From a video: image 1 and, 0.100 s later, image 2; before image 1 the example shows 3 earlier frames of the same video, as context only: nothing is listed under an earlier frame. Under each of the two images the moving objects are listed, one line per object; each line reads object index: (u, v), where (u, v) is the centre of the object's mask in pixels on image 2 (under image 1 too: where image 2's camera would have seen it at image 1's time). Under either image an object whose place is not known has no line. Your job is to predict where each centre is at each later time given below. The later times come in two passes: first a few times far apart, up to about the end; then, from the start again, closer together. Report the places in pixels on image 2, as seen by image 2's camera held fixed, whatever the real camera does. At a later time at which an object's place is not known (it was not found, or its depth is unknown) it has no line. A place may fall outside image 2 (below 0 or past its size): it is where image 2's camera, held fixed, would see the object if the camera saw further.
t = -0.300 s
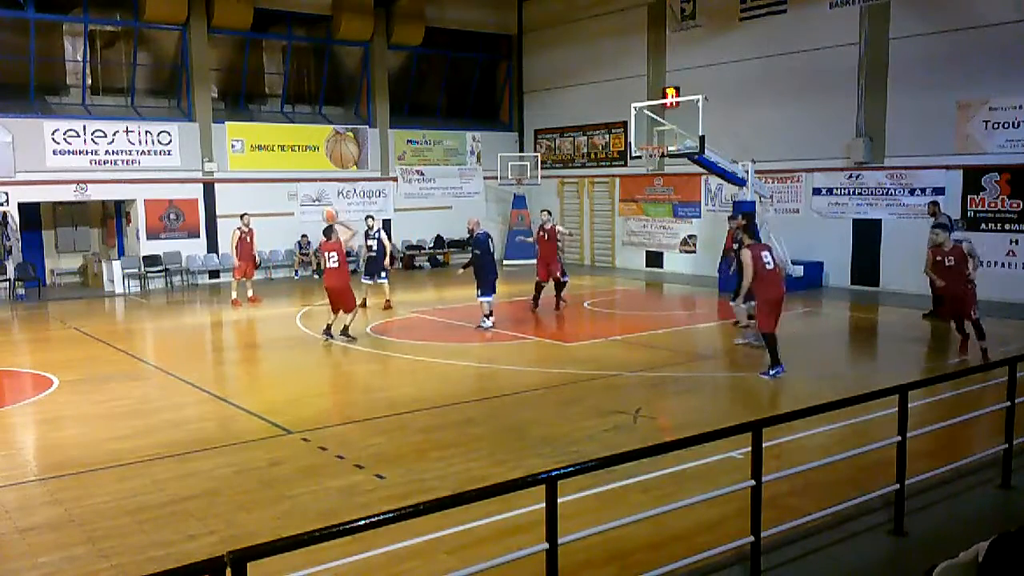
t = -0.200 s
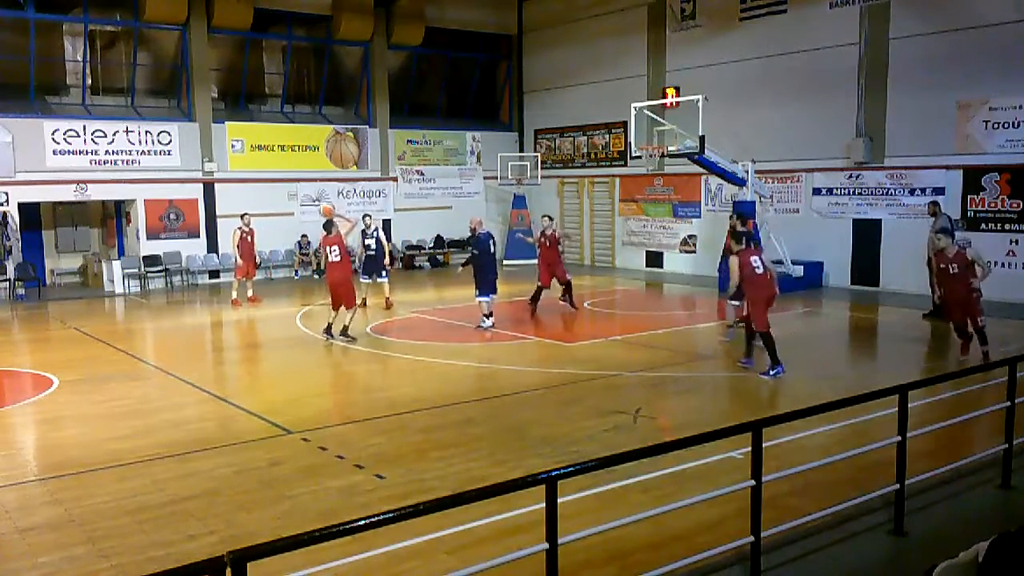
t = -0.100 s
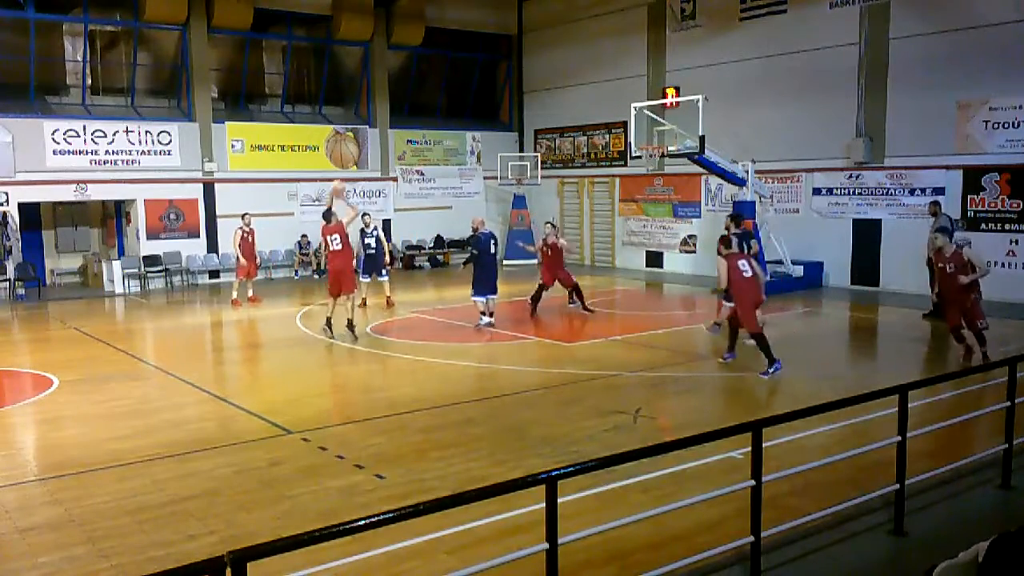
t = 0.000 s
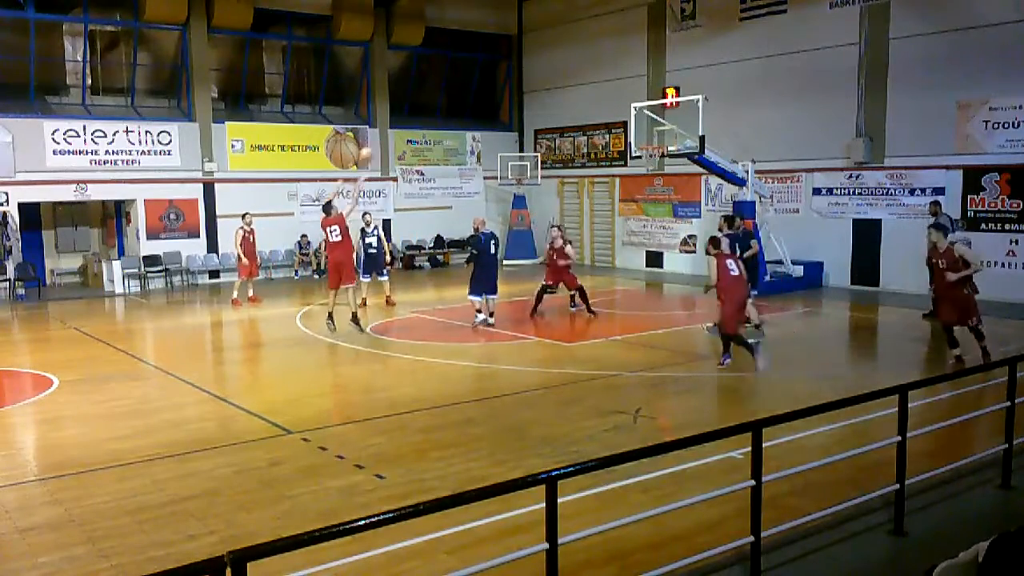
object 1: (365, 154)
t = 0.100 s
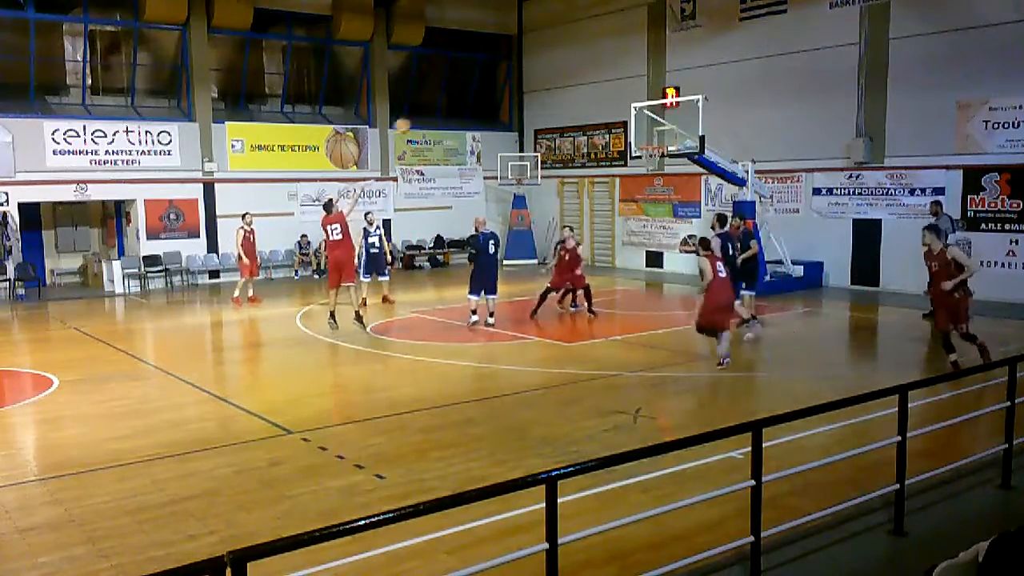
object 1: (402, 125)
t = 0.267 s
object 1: (455, 95)
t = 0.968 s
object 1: (638, 139)
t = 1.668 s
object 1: (605, 141)
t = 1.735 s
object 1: (602, 153)
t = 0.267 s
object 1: (455, 95)
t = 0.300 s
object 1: (466, 91)
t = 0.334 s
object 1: (476, 88)
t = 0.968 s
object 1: (638, 139)
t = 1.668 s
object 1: (605, 141)
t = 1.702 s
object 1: (600, 144)
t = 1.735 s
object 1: (602, 153)
